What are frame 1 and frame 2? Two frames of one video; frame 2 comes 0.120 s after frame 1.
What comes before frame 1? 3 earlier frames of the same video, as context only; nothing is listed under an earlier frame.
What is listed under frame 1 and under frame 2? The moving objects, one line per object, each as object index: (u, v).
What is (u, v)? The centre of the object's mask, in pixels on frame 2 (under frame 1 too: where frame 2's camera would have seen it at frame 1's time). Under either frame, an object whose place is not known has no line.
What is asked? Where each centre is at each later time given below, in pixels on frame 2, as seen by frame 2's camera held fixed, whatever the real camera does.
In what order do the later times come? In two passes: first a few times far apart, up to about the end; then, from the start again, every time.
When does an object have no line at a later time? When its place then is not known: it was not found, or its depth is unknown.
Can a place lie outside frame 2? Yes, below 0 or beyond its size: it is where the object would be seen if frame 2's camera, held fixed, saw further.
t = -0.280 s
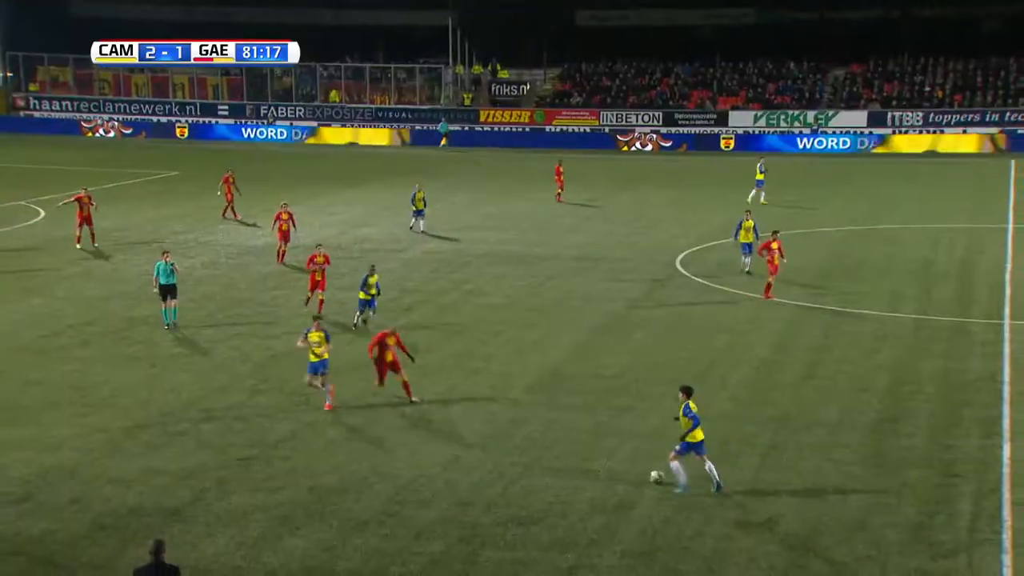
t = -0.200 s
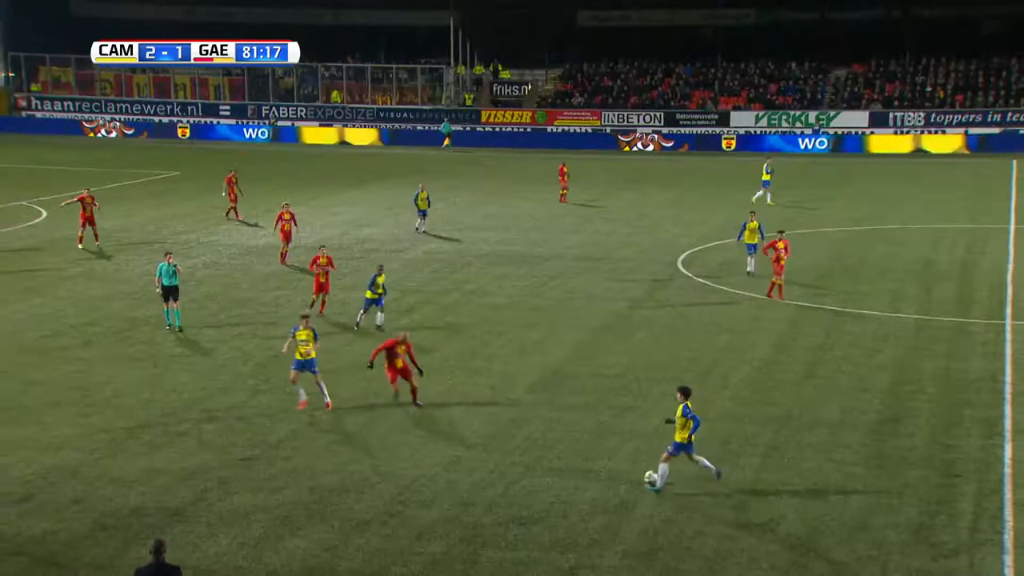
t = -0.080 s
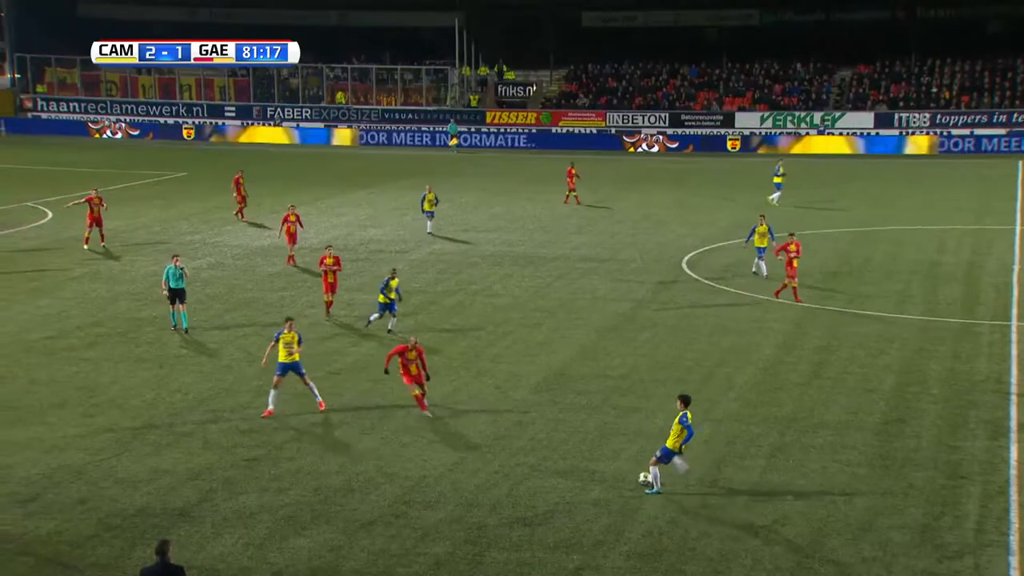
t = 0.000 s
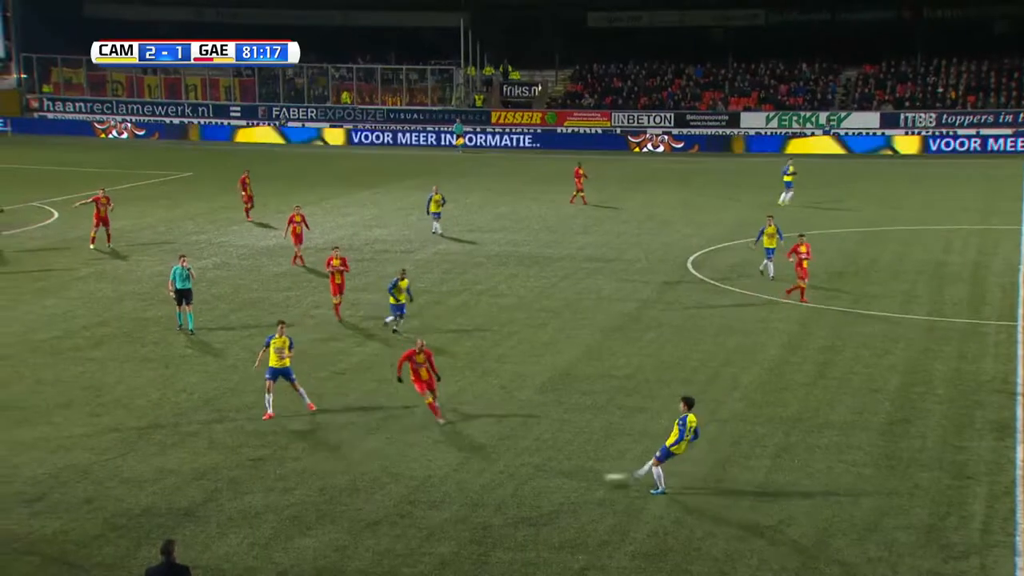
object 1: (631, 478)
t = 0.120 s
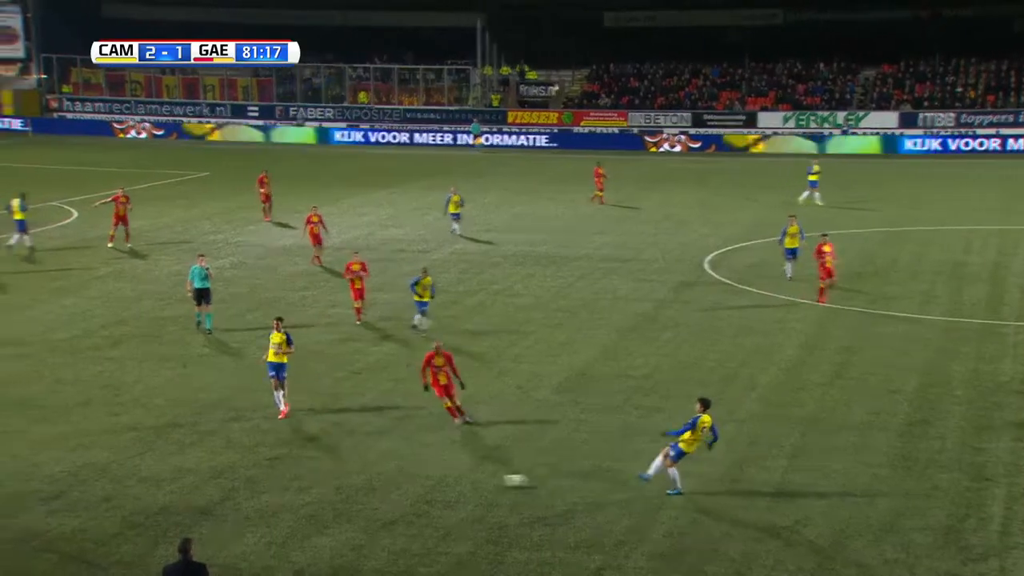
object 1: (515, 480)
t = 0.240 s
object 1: (402, 481)
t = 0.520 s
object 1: (154, 492)
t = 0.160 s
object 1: (477, 480)
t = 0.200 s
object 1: (439, 481)
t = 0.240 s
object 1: (402, 481)
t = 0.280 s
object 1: (366, 483)
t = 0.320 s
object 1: (331, 483)
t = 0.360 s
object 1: (296, 485)
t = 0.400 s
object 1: (261, 486)
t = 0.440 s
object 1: (225, 487)
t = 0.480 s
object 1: (189, 490)
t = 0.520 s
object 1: (154, 492)
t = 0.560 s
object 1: (118, 495)
